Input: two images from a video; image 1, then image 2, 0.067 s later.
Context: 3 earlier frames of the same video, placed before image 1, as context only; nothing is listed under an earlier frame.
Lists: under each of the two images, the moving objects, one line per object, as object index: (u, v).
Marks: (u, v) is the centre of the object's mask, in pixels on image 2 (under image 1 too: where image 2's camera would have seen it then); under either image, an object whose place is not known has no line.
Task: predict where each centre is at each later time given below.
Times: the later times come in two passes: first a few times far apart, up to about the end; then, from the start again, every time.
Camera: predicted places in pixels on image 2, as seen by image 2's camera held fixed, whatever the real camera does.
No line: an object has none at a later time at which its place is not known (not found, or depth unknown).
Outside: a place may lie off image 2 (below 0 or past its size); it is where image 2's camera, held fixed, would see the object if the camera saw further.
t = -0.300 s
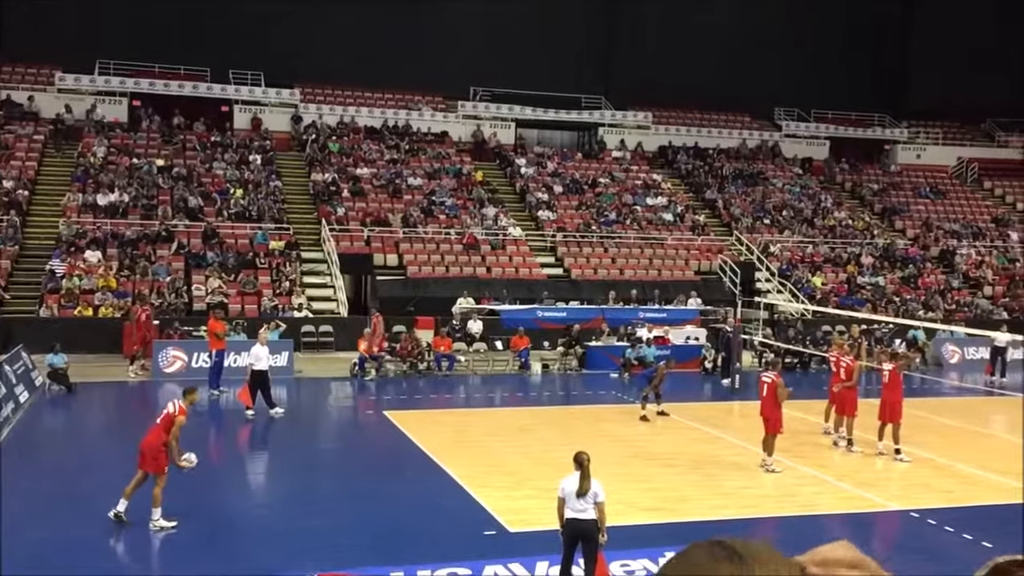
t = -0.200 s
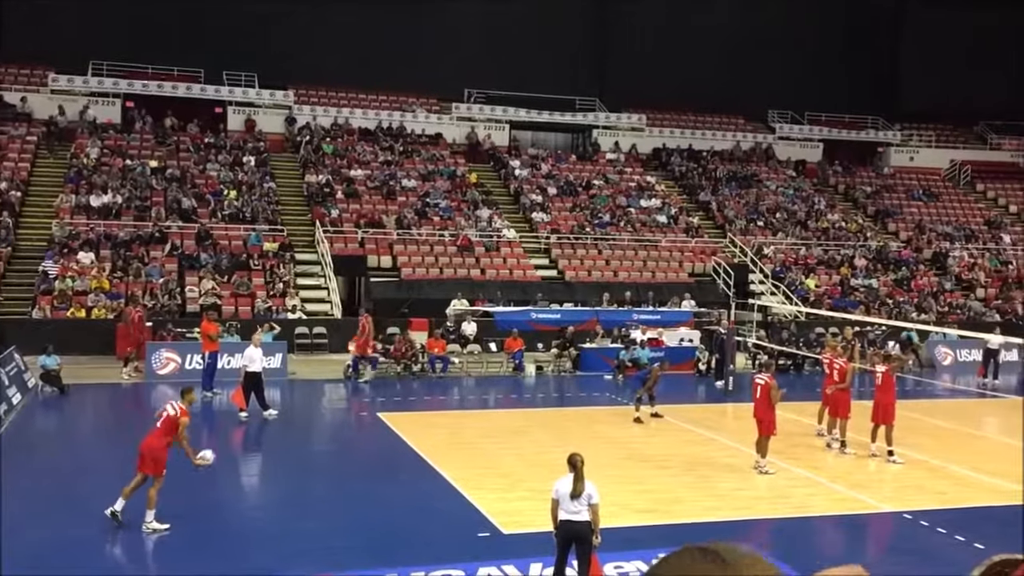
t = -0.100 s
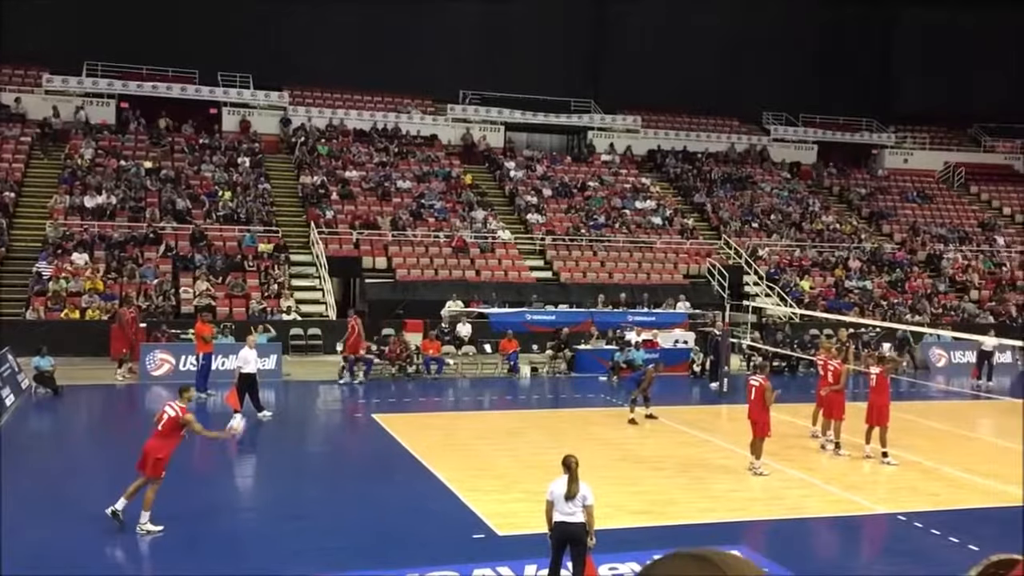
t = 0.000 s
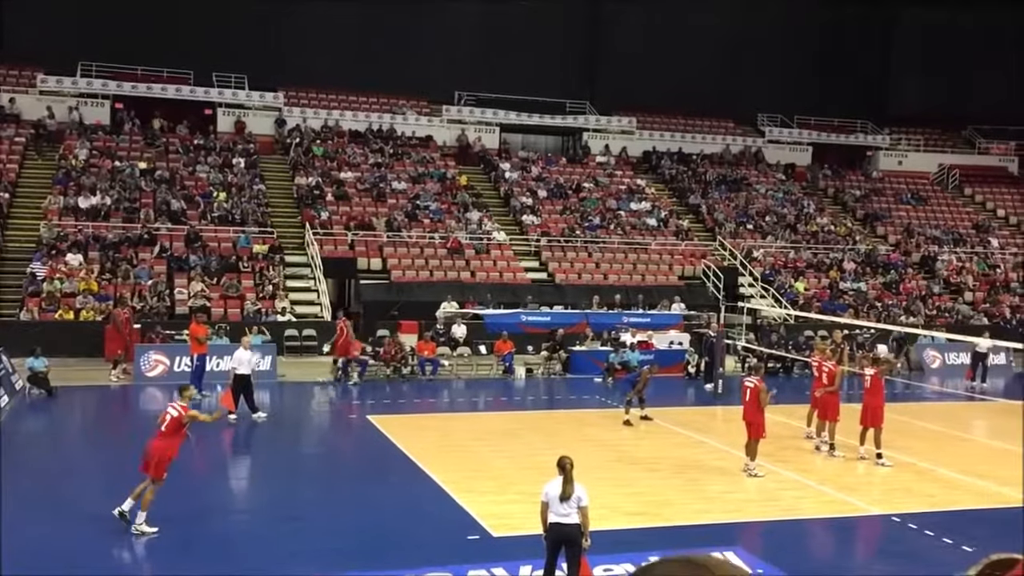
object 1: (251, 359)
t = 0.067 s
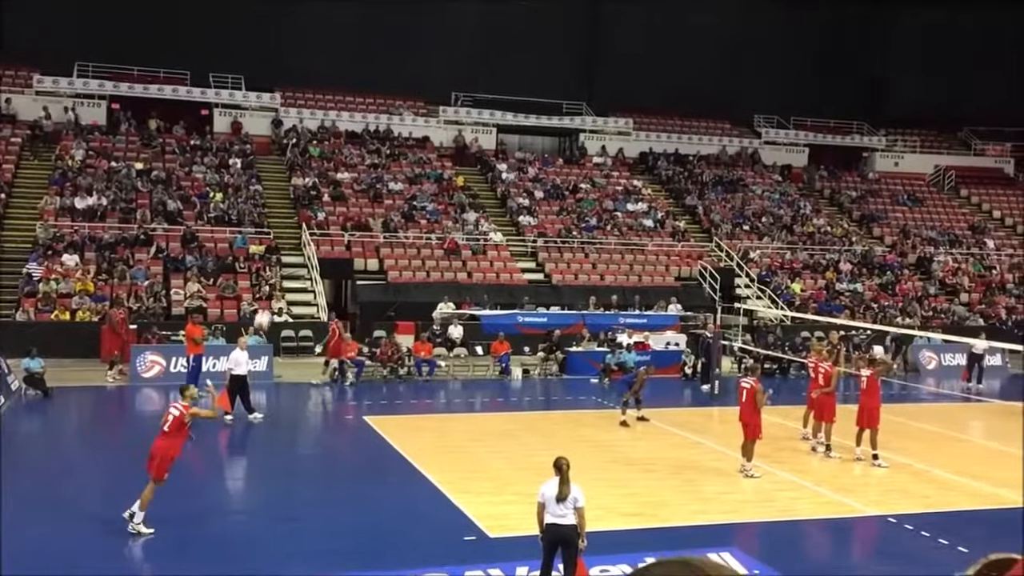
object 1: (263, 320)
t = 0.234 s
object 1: (294, 233)
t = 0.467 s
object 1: (336, 150)
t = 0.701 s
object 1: (378, 109)
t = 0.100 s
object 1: (268, 300)
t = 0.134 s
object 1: (275, 281)
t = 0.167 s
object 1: (281, 265)
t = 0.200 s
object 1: (287, 248)
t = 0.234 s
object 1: (294, 233)
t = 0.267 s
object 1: (300, 219)
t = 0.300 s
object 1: (306, 205)
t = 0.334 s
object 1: (312, 193)
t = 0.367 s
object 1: (318, 181)
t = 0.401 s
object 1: (324, 169)
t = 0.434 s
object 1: (330, 159)
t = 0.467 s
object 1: (336, 150)
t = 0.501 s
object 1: (342, 141)
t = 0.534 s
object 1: (348, 133)
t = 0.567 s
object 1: (354, 128)
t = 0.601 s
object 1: (358, 121)
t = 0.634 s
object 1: (365, 115)
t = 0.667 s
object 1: (371, 112)
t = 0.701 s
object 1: (378, 109)
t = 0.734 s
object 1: (383, 107)
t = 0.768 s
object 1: (388, 105)
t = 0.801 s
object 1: (394, 105)
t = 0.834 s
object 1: (399, 104)
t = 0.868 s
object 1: (405, 105)
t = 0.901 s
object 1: (411, 107)
